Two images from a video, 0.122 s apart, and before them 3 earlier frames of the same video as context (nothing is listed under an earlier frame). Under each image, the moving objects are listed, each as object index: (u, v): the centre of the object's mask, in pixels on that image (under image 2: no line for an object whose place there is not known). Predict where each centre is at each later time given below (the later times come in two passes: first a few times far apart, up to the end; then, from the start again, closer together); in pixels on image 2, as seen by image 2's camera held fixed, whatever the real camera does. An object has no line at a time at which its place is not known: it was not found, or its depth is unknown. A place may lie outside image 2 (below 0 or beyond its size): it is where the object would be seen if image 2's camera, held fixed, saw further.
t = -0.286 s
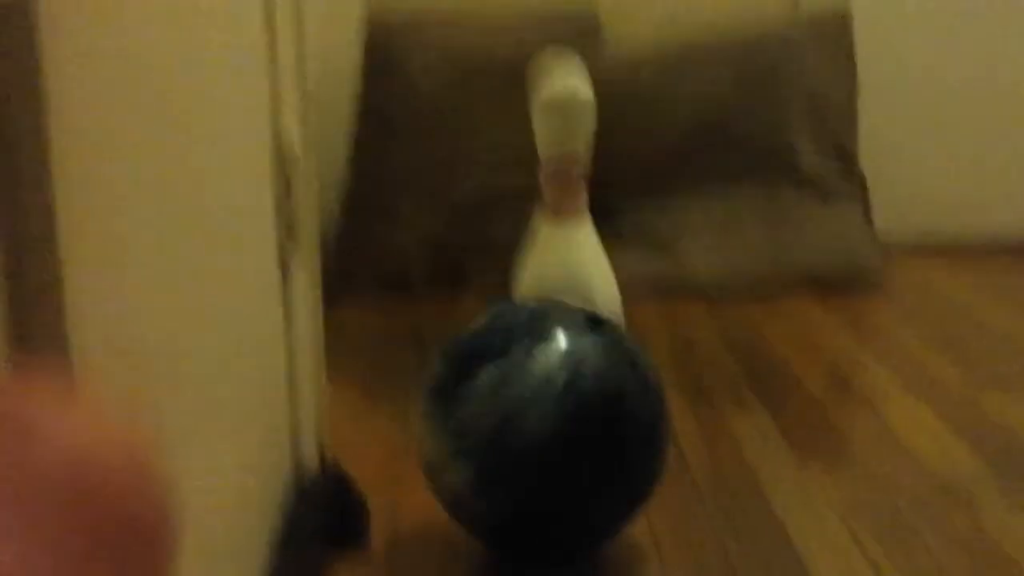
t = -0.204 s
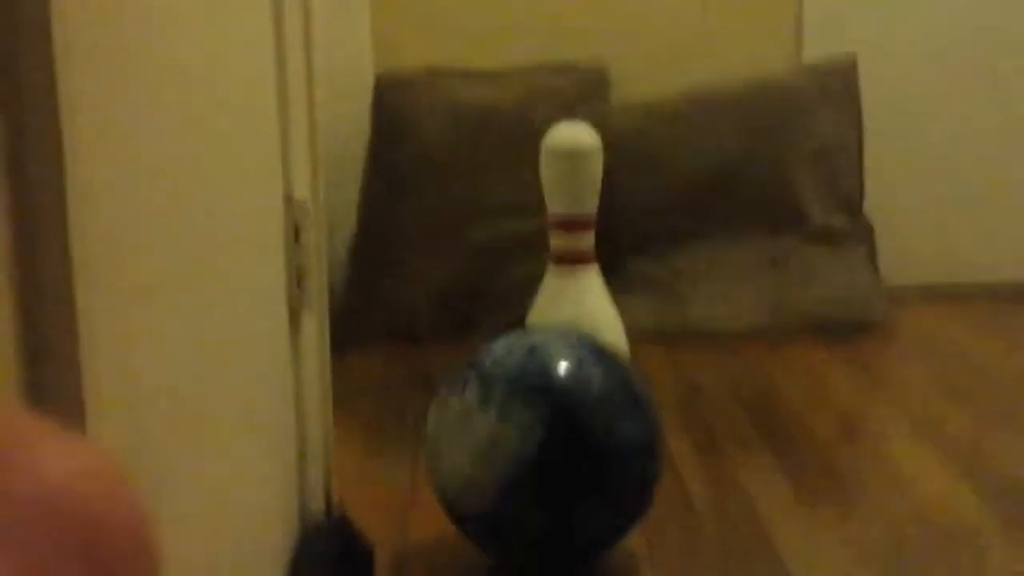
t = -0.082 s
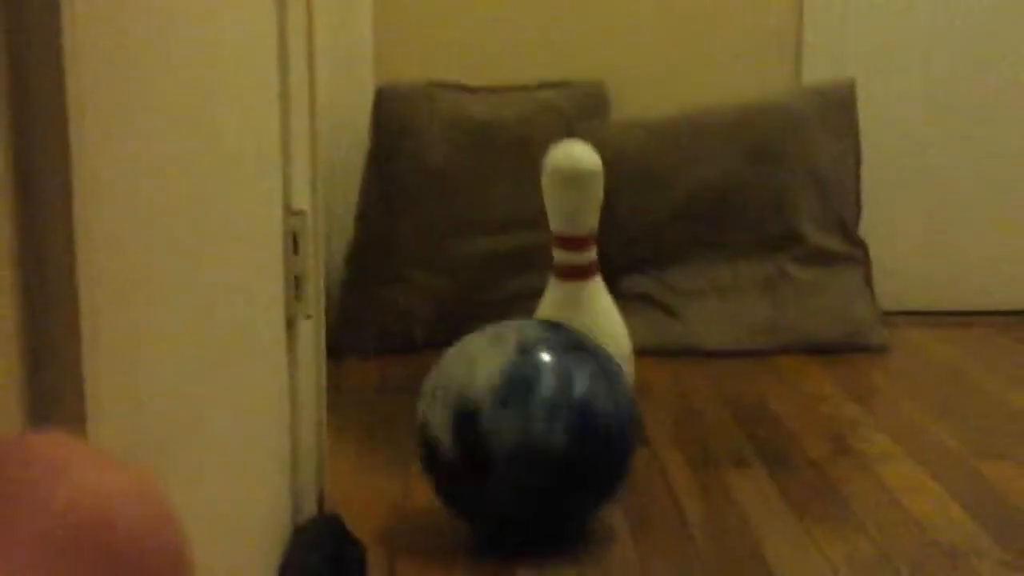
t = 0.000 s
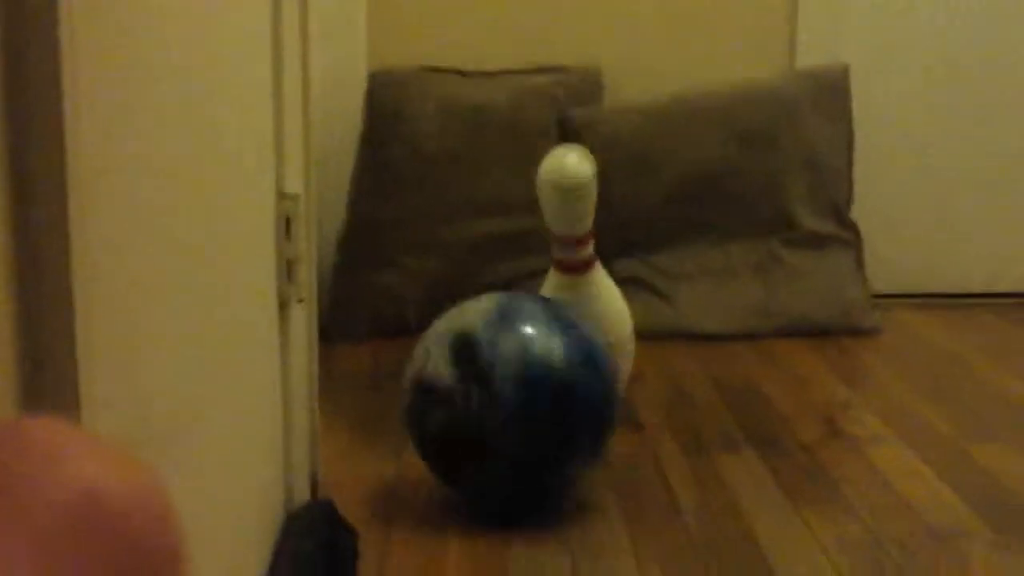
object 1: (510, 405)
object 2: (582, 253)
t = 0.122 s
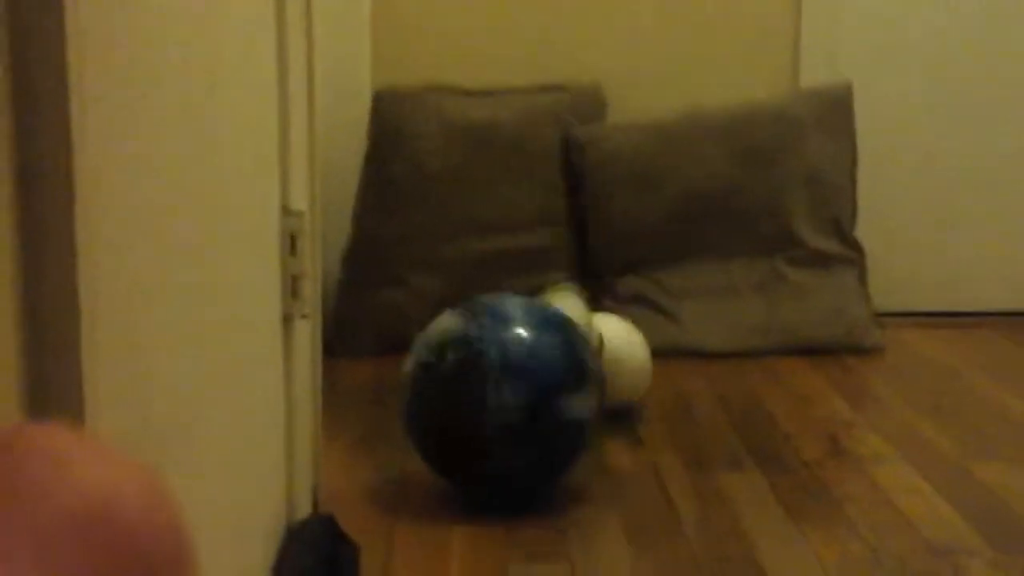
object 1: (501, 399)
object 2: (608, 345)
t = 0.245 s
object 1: (491, 386)
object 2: (623, 355)
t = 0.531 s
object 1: (469, 354)
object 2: (662, 335)
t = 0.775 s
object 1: (454, 330)
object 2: (675, 336)
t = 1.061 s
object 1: (442, 306)
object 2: (676, 336)
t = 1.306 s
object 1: (446, 294)
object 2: (675, 337)
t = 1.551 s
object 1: (486, 297)
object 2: (676, 334)
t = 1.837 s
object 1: (554, 294)
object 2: (676, 335)
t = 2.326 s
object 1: (609, 301)
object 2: (725, 337)
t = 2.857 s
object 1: (636, 308)
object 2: (747, 342)
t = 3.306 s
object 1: (664, 315)
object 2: (761, 355)
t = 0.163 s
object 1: (496, 396)
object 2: (620, 357)
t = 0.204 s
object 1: (493, 388)
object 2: (620, 357)
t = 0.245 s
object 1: (491, 386)
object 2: (623, 355)
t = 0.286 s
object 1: (489, 384)
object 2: (630, 349)
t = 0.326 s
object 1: (485, 376)
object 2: (636, 337)
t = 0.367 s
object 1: (481, 373)
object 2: (643, 332)
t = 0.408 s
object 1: (477, 369)
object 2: (649, 330)
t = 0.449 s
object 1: (476, 362)
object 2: (654, 329)
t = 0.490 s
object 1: (473, 358)
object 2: (657, 332)
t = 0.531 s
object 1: (469, 354)
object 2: (662, 335)
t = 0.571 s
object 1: (465, 349)
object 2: (663, 334)
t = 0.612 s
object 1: (462, 344)
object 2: (667, 334)
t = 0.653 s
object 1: (461, 341)
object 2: (669, 335)
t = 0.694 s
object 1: (458, 337)
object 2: (672, 335)
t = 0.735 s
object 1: (457, 333)
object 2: (675, 335)
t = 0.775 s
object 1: (454, 330)
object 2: (675, 336)
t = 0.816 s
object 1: (452, 326)
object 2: (676, 335)
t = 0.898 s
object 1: (449, 316)
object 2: (677, 333)
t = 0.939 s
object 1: (449, 314)
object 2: (676, 336)
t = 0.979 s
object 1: (447, 311)
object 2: (676, 335)
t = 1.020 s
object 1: (445, 308)
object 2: (675, 336)
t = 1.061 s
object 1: (442, 306)
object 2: (676, 336)
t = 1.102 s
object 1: (440, 302)
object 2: (675, 335)
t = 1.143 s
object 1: (438, 299)
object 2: (675, 335)
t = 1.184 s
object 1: (432, 295)
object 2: (675, 335)
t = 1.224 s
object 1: (438, 293)
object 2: (675, 336)
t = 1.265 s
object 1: (441, 293)
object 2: (675, 336)
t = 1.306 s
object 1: (446, 294)
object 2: (675, 337)
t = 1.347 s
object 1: (454, 294)
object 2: (675, 336)
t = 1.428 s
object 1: (469, 295)
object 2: (675, 335)
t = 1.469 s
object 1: (476, 296)
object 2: (675, 336)
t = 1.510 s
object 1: (481, 297)
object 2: (675, 336)
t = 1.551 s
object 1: (486, 297)
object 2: (676, 334)
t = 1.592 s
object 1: (493, 295)
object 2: (676, 335)
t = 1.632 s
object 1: (501, 295)
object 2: (675, 336)
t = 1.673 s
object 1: (519, 295)
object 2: (675, 336)
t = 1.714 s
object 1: (529, 295)
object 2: (675, 336)
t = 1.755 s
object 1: (536, 295)
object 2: (676, 335)
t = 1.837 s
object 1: (554, 294)
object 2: (676, 335)
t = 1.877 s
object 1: (563, 296)
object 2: (677, 335)
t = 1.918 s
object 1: (569, 295)
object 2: (682, 336)
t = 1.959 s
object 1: (573, 295)
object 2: (686, 336)
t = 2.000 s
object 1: (580, 296)
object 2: (692, 337)
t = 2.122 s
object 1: (594, 296)
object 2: (707, 337)
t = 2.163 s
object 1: (597, 298)
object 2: (711, 337)
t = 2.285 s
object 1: (607, 301)
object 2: (722, 337)
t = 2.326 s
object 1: (609, 301)
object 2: (725, 337)
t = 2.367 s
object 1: (612, 300)
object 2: (728, 338)
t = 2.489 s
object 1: (617, 298)
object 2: (736, 338)
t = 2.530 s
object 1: (622, 302)
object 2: (738, 339)
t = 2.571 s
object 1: (625, 304)
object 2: (741, 340)
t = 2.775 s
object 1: (632, 306)
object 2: (745, 340)
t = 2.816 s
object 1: (634, 307)
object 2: (745, 341)
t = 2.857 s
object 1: (636, 308)
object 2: (747, 342)
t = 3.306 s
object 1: (664, 315)
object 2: (761, 355)
